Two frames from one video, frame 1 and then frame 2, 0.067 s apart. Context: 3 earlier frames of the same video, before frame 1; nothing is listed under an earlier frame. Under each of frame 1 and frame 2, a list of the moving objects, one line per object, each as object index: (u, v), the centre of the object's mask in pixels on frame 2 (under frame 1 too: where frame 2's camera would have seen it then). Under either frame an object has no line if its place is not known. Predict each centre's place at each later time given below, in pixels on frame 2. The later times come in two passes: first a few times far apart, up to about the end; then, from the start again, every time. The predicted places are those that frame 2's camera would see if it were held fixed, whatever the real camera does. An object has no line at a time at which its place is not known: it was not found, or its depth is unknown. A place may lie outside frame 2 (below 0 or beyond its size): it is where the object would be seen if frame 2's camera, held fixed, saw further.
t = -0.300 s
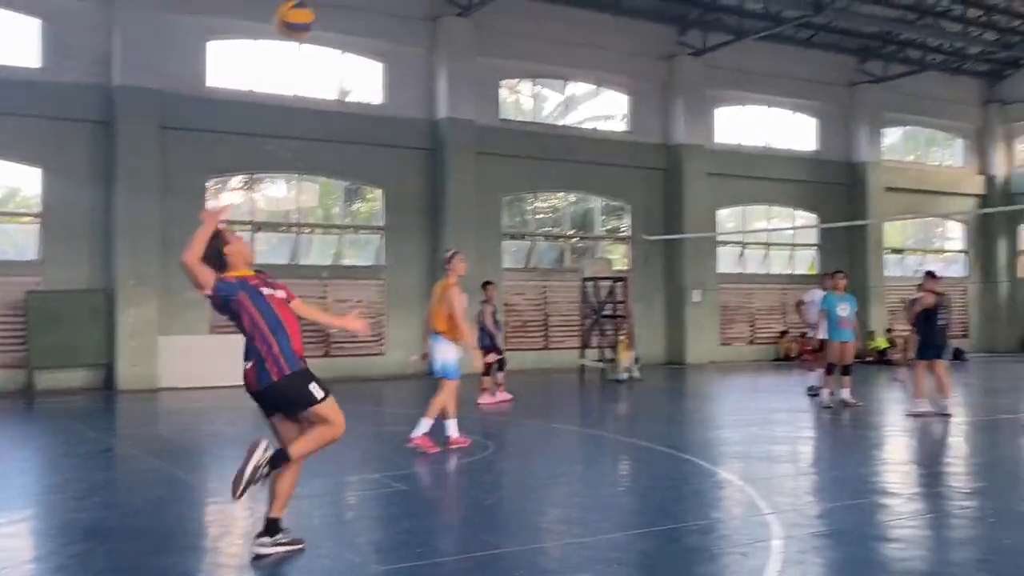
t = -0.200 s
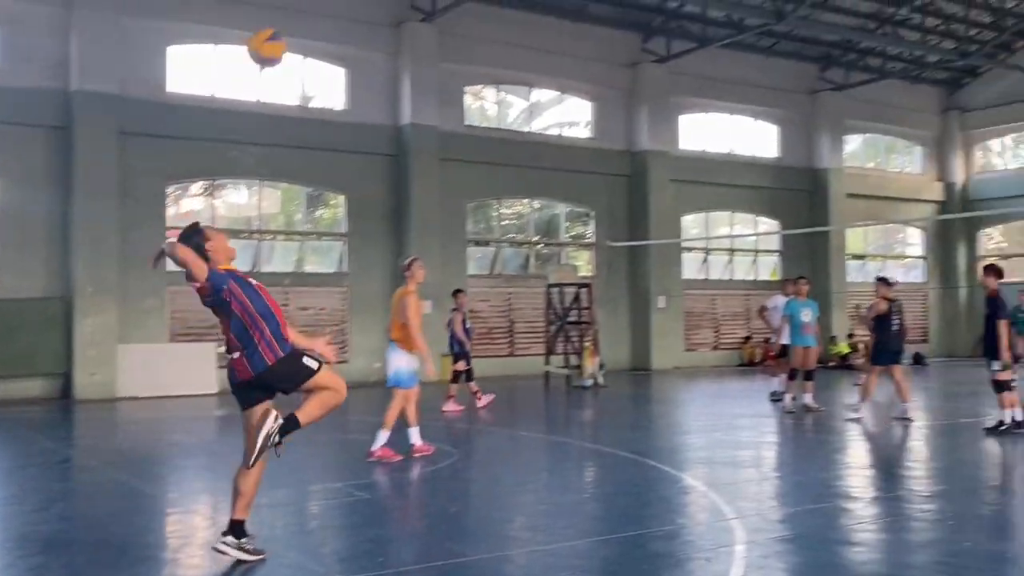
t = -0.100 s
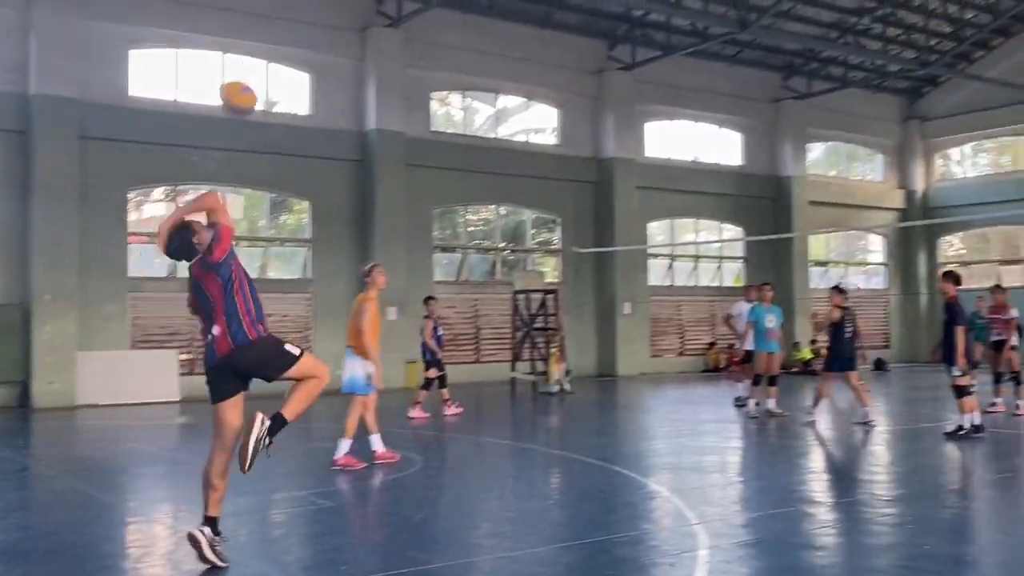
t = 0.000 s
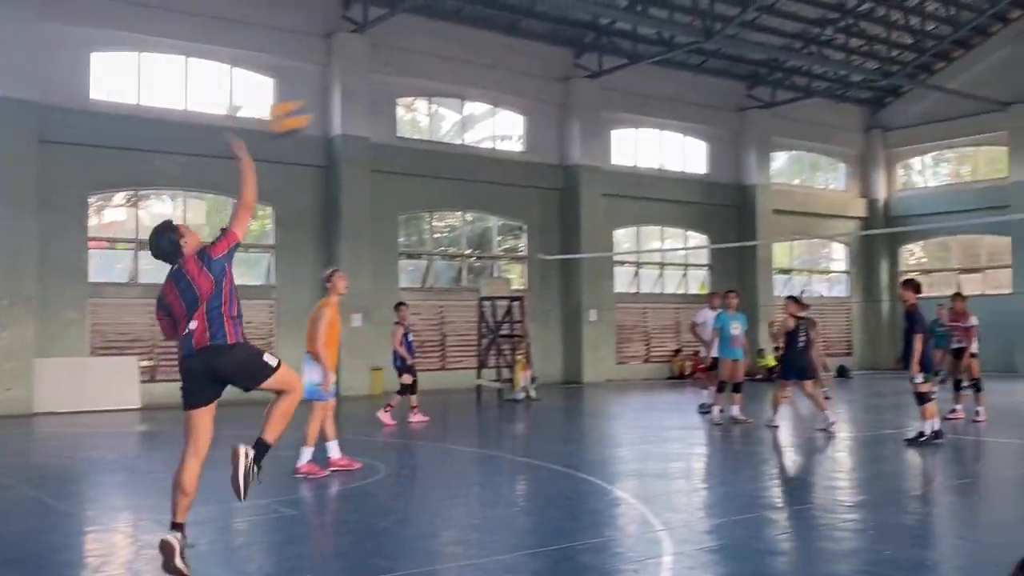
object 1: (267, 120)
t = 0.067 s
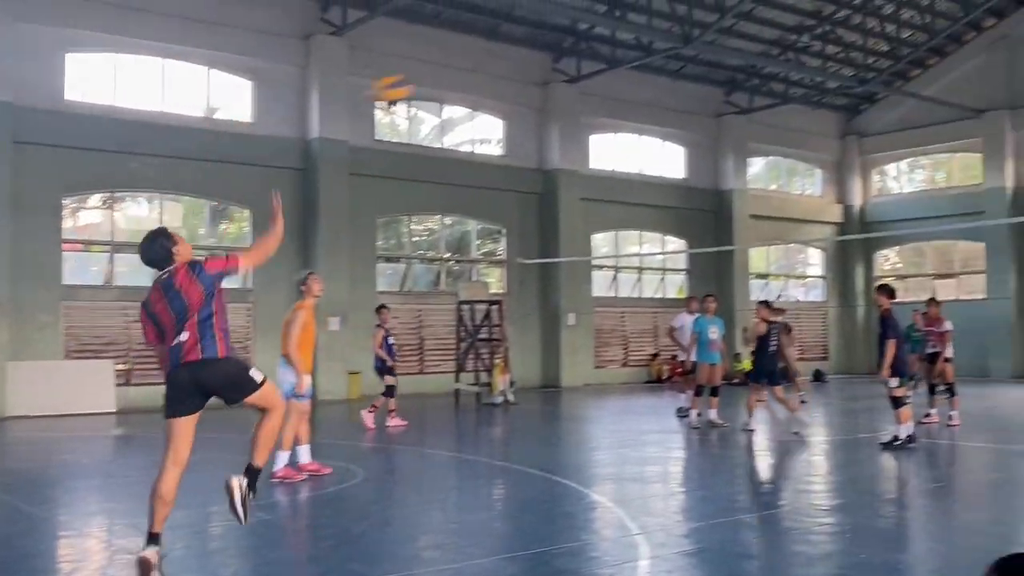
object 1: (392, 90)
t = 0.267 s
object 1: (640, 61)
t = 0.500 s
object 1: (814, 89)
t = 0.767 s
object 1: (940, 169)
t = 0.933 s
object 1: (997, 233)
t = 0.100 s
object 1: (443, 80)
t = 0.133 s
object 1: (490, 72)
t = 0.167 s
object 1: (534, 67)
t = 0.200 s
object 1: (571, 62)
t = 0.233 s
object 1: (608, 61)
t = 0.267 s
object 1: (640, 61)
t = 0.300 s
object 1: (671, 62)
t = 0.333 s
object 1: (698, 65)
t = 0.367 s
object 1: (724, 68)
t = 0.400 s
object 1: (748, 72)
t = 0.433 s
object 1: (771, 77)
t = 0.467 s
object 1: (793, 83)
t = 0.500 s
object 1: (814, 89)
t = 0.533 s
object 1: (831, 97)
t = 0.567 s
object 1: (850, 105)
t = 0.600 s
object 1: (867, 115)
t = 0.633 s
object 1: (884, 125)
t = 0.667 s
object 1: (899, 137)
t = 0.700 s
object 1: (913, 146)
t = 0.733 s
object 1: (926, 157)
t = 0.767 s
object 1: (940, 169)
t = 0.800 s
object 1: (952, 181)
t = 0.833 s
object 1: (964, 193)
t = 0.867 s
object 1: (975, 205)
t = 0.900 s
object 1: (987, 219)
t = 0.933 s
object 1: (997, 233)
